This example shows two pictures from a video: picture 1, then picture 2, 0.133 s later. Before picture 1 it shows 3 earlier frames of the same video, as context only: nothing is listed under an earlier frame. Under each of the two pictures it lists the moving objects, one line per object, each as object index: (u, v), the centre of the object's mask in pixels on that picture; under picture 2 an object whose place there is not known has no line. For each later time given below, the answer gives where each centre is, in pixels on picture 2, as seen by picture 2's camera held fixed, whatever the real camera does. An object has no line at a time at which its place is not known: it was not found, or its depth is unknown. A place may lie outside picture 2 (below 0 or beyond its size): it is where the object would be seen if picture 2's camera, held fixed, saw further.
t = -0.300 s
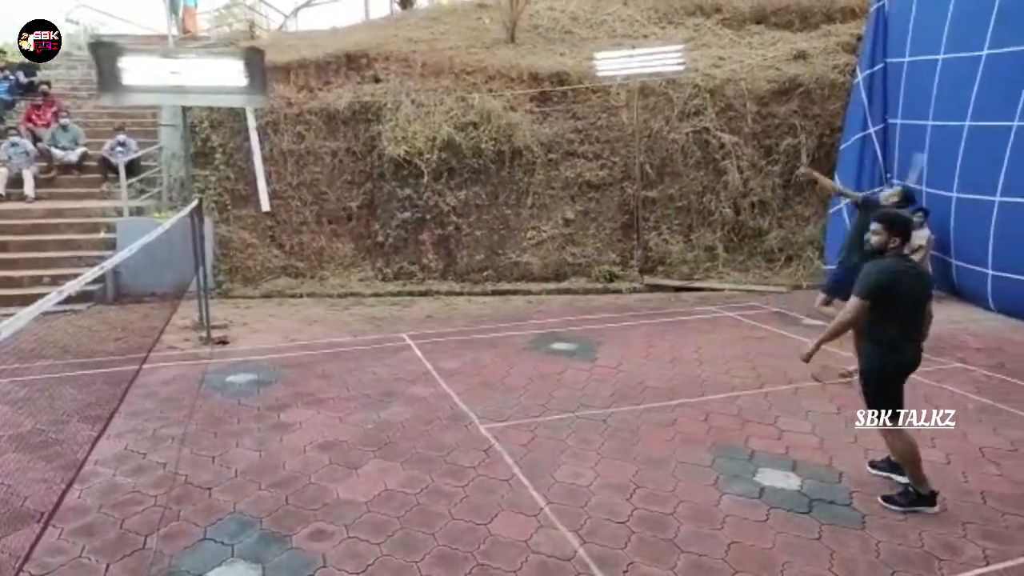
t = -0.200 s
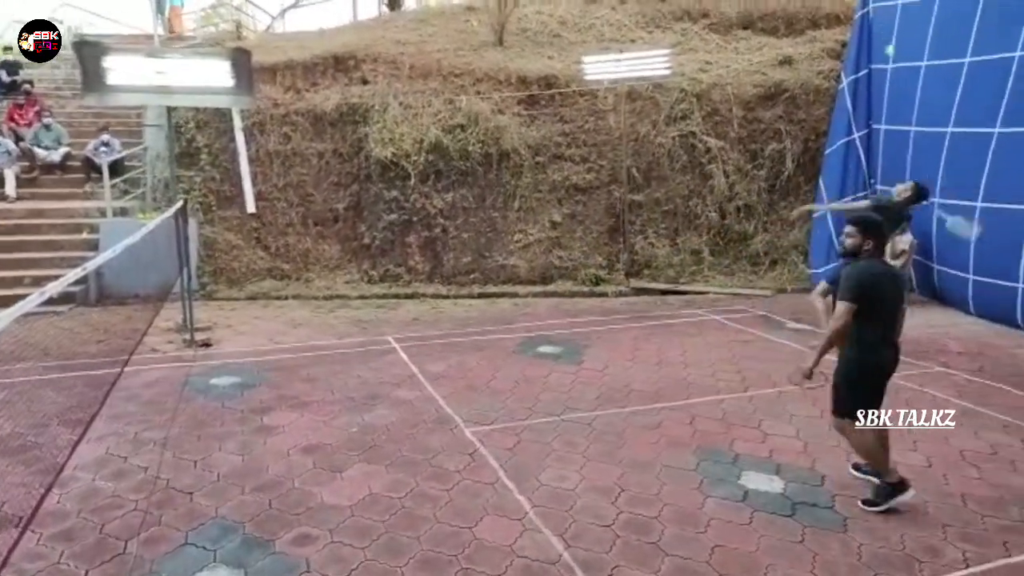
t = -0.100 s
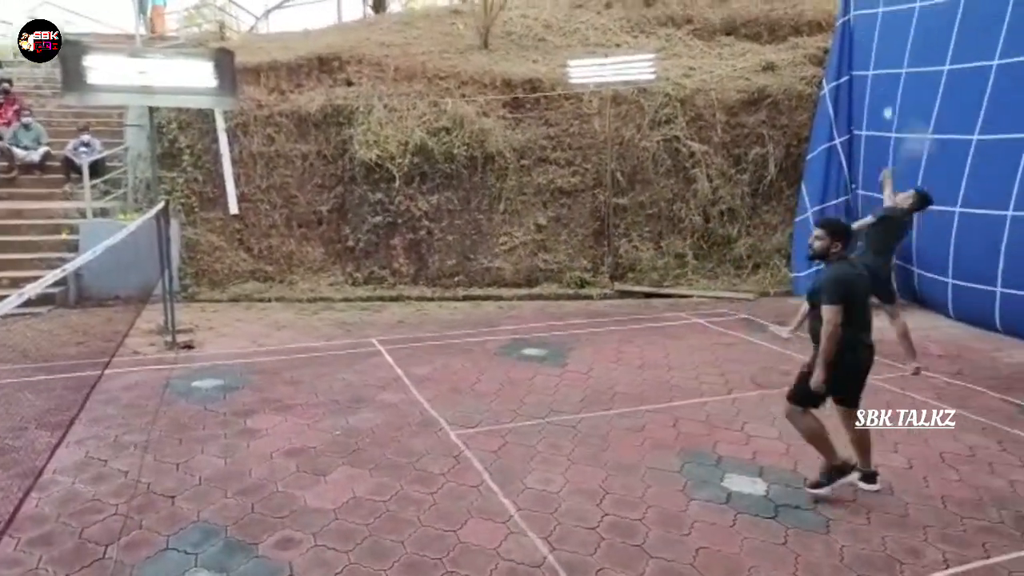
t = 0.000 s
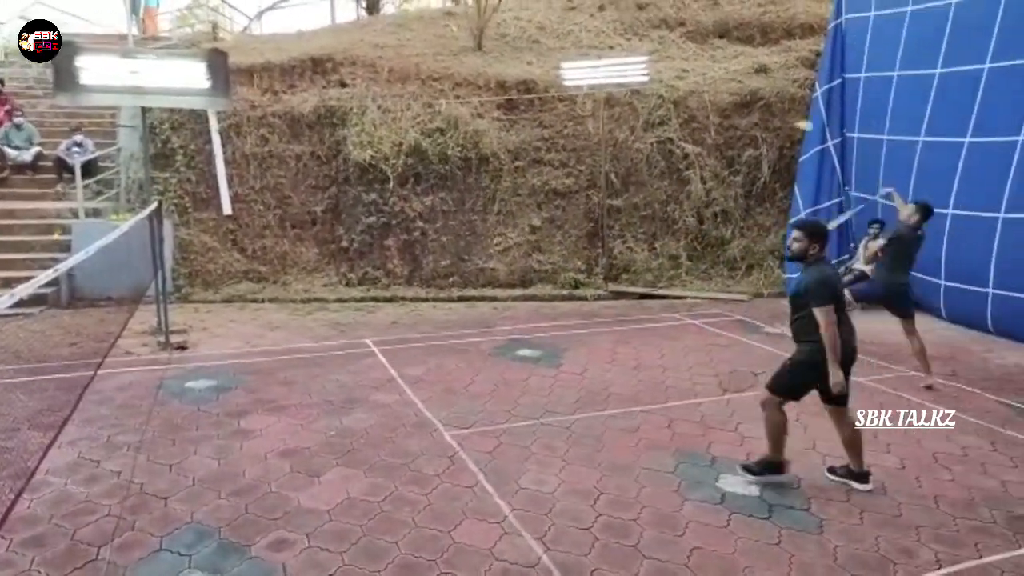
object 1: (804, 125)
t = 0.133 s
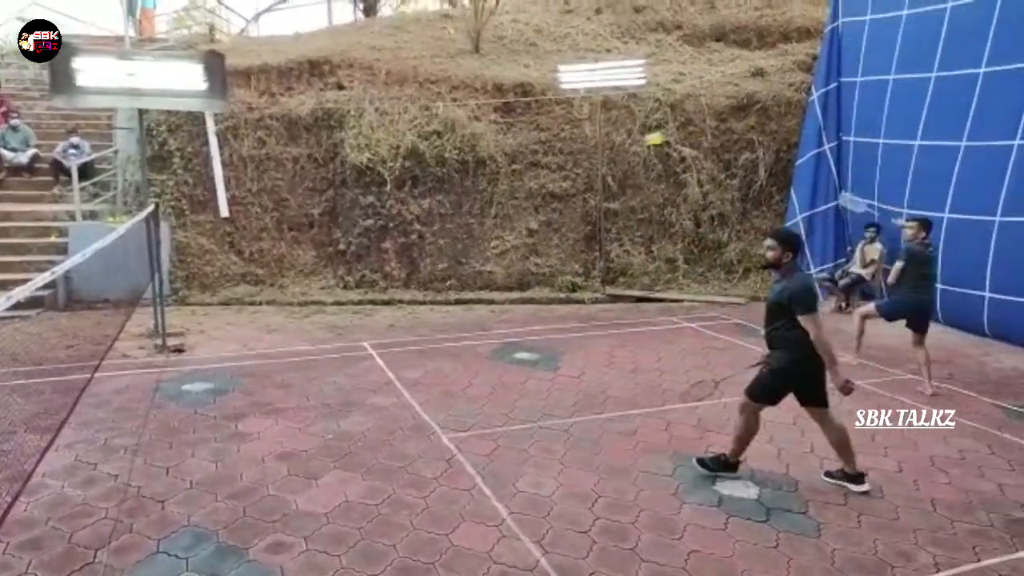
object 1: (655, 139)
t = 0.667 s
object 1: (14, 526)
